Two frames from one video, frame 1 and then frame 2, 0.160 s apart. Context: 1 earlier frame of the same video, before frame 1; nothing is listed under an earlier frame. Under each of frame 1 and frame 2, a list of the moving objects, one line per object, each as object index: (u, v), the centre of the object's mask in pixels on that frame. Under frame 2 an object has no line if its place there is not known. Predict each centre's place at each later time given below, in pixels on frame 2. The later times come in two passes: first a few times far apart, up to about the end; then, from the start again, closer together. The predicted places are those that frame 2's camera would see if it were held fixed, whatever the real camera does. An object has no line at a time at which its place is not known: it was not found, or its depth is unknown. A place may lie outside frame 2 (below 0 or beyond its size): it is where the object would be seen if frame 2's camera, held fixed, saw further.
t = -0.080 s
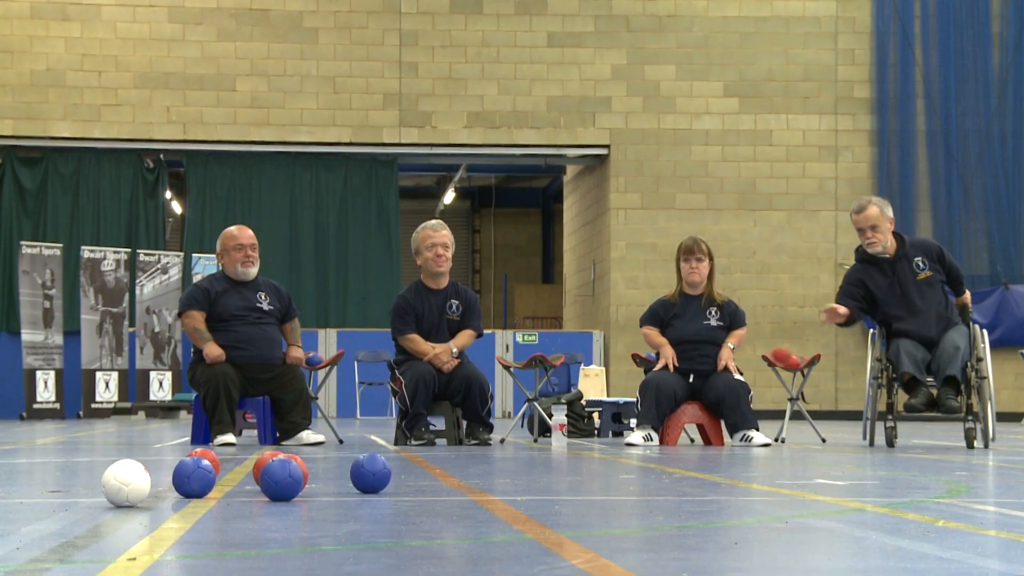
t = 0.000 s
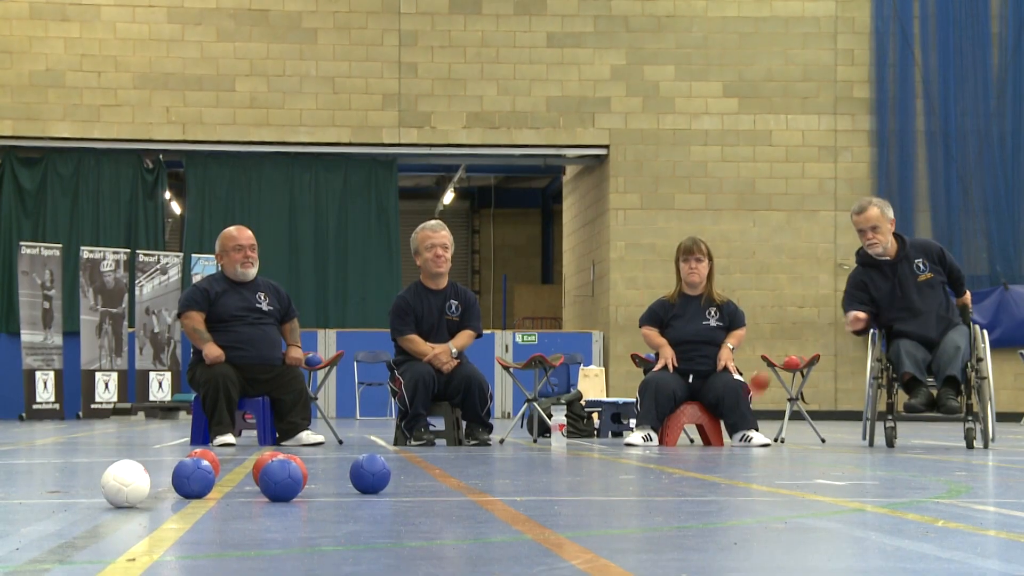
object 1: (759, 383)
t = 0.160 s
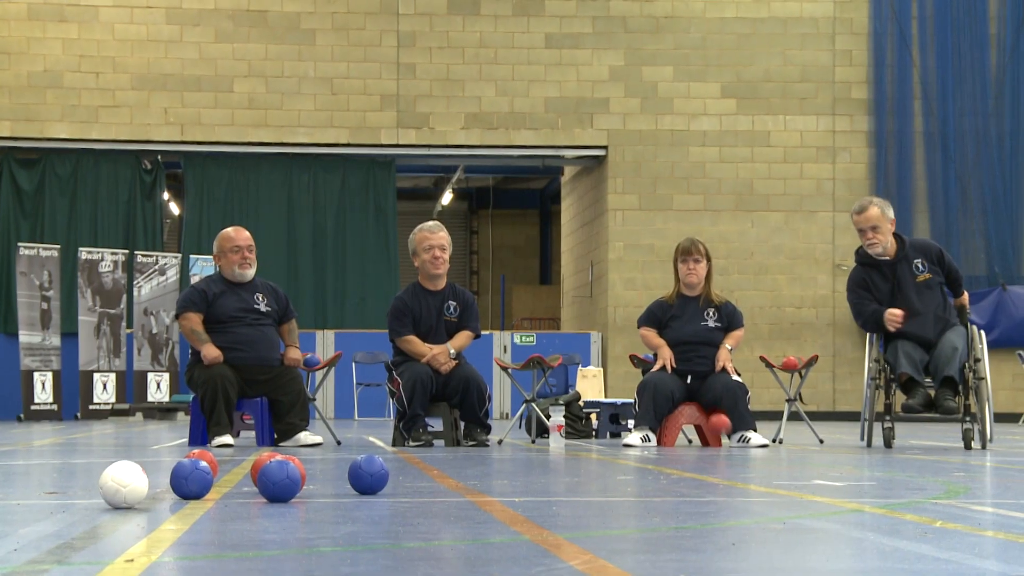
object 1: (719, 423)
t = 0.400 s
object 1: (681, 430)
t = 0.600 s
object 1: (645, 443)
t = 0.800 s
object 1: (606, 448)
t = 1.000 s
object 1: (564, 454)
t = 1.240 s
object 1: (507, 459)
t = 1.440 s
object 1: (452, 464)
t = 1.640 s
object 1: (395, 467)
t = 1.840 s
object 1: (319, 471)
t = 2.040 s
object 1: (317, 468)
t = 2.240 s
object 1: (351, 477)
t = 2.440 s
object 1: (381, 478)
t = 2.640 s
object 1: (405, 480)
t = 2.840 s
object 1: (427, 480)
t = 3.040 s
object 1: (447, 483)
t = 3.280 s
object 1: (465, 483)
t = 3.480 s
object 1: (479, 485)
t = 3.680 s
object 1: (495, 485)
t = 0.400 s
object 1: (681, 430)
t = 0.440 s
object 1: (673, 446)
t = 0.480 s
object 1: (666, 440)
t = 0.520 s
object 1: (660, 437)
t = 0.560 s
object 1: (652, 438)
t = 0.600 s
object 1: (645, 443)
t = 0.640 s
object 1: (636, 447)
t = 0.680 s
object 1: (628, 445)
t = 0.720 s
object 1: (621, 447)
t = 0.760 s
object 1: (613, 450)
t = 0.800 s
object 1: (606, 448)
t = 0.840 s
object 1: (598, 450)
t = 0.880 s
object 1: (589, 452)
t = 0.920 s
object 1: (581, 453)
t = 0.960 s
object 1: (573, 453)
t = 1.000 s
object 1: (564, 454)
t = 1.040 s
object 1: (555, 455)
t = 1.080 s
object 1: (546, 455)
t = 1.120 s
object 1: (537, 457)
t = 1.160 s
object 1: (527, 458)
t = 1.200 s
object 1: (517, 458)
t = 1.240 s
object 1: (507, 459)
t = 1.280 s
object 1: (496, 460)
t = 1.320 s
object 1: (485, 460)
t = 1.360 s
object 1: (475, 461)
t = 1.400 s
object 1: (463, 462)
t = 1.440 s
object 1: (452, 464)
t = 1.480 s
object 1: (440, 465)
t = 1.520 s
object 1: (428, 466)
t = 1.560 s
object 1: (415, 467)
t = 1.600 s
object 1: (403, 467)
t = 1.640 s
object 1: (395, 467)
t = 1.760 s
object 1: (341, 470)
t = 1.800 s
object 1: (331, 471)
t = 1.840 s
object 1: (319, 471)
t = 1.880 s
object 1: (313, 470)
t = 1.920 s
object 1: (313, 472)
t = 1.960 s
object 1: (311, 473)
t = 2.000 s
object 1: (312, 469)
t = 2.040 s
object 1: (317, 468)
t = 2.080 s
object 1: (324, 473)
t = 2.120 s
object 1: (332, 474)
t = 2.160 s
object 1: (338, 476)
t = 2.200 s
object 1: (345, 477)
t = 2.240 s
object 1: (351, 477)
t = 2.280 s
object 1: (357, 477)
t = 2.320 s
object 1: (363, 477)
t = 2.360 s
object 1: (370, 477)
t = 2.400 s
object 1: (376, 478)
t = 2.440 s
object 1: (381, 478)
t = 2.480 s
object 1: (386, 479)
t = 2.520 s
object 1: (391, 479)
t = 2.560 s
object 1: (395, 479)
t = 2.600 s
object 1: (400, 479)
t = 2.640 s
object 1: (405, 480)
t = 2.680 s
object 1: (409, 480)
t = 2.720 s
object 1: (414, 480)
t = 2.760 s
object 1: (418, 480)
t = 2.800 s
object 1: (423, 480)
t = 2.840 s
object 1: (427, 480)
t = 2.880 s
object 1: (432, 481)
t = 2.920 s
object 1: (436, 481)
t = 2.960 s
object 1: (440, 482)
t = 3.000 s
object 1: (444, 482)
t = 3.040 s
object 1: (447, 483)
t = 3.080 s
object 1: (451, 483)
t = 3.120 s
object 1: (454, 482)
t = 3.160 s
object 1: (457, 483)
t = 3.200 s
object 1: (460, 483)
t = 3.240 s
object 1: (463, 483)
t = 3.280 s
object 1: (465, 483)
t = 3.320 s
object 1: (468, 484)
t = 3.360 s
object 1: (470, 484)
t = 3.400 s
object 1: (473, 485)
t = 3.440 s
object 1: (476, 485)
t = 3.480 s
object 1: (479, 485)
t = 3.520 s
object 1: (483, 485)
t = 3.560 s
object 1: (486, 485)
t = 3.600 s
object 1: (489, 485)
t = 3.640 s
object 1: (492, 485)
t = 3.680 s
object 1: (495, 485)
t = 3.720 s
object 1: (499, 485)
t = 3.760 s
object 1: (502, 485)
